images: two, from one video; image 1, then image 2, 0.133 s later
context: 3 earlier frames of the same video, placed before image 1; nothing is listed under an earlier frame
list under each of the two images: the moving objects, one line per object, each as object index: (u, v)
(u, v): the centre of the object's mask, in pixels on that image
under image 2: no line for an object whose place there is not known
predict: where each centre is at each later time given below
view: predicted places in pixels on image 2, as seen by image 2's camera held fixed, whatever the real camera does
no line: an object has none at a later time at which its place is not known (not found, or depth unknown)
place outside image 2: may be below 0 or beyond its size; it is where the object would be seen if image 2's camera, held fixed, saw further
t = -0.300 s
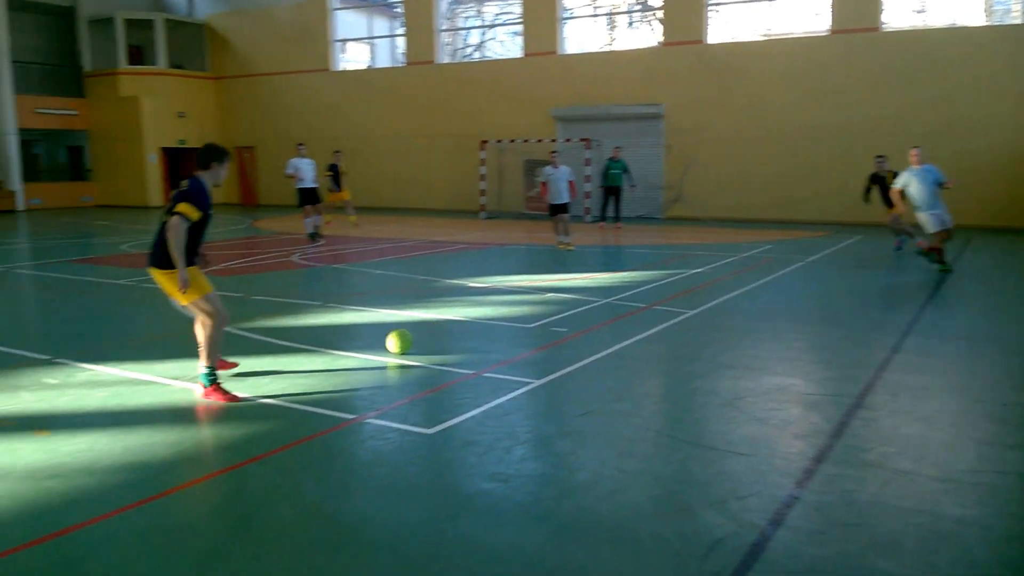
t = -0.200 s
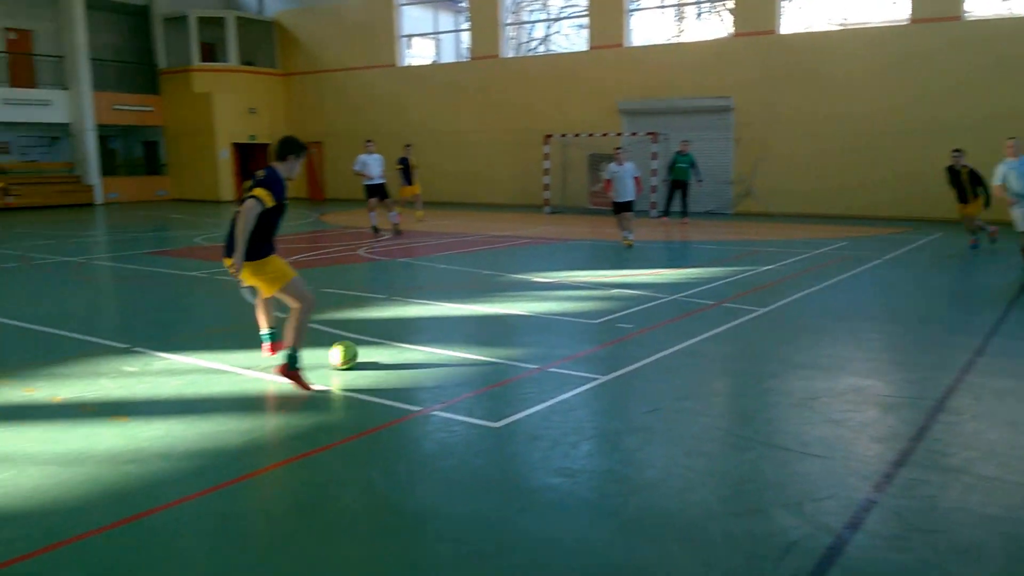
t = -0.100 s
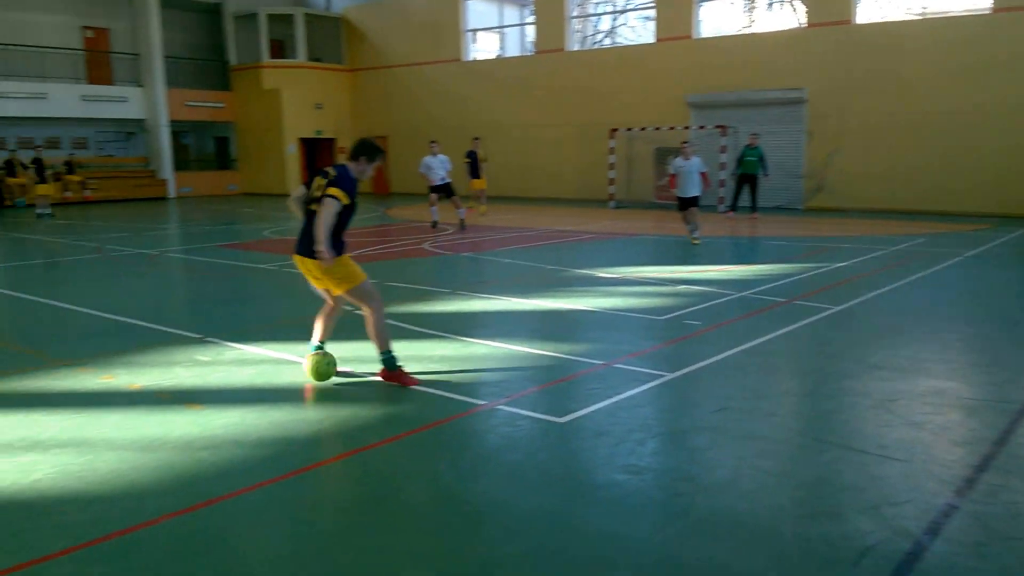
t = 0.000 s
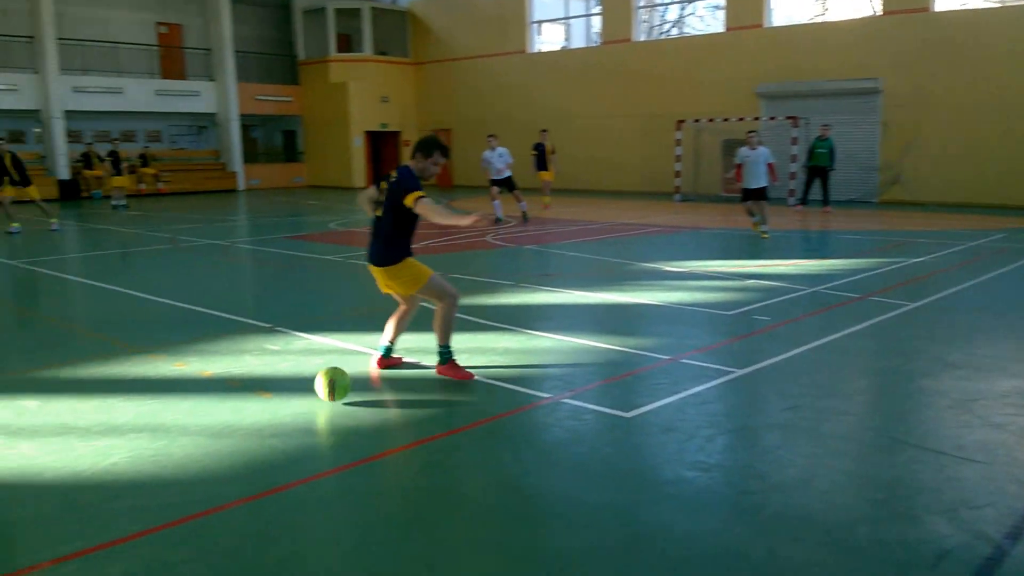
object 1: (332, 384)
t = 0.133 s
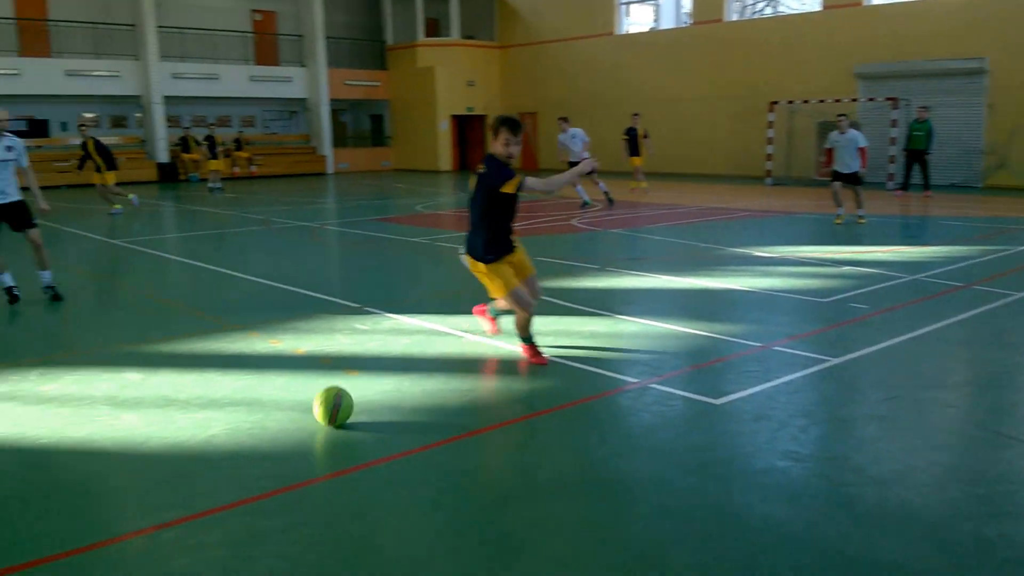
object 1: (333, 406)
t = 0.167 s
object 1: (307, 418)
